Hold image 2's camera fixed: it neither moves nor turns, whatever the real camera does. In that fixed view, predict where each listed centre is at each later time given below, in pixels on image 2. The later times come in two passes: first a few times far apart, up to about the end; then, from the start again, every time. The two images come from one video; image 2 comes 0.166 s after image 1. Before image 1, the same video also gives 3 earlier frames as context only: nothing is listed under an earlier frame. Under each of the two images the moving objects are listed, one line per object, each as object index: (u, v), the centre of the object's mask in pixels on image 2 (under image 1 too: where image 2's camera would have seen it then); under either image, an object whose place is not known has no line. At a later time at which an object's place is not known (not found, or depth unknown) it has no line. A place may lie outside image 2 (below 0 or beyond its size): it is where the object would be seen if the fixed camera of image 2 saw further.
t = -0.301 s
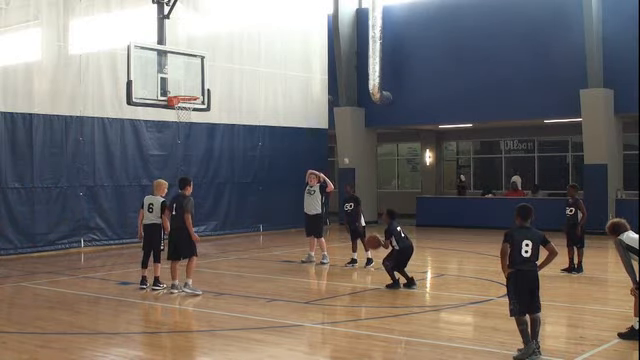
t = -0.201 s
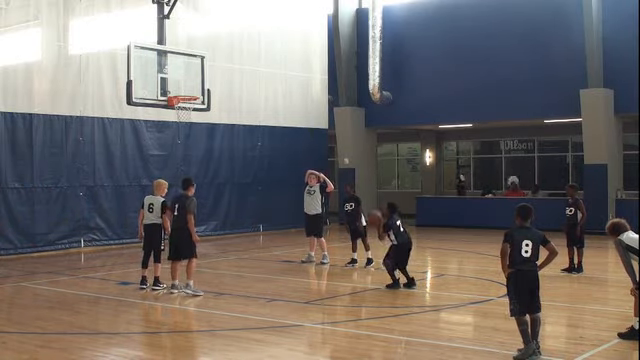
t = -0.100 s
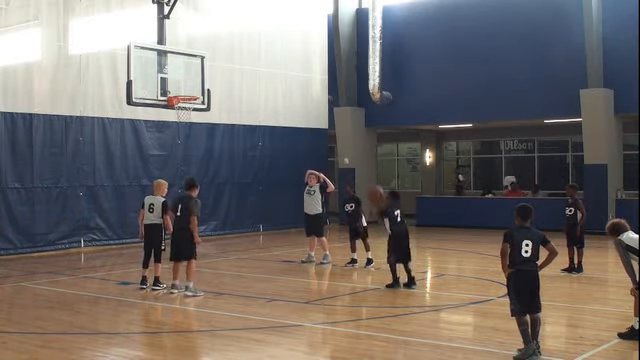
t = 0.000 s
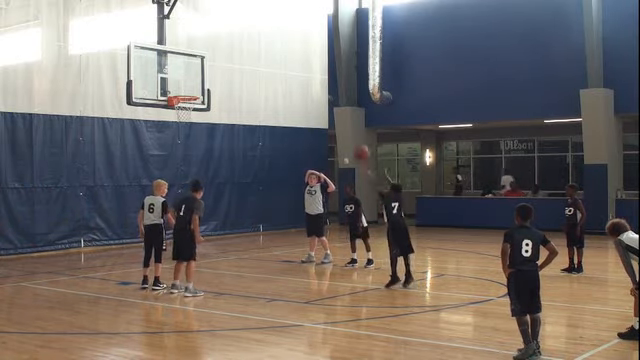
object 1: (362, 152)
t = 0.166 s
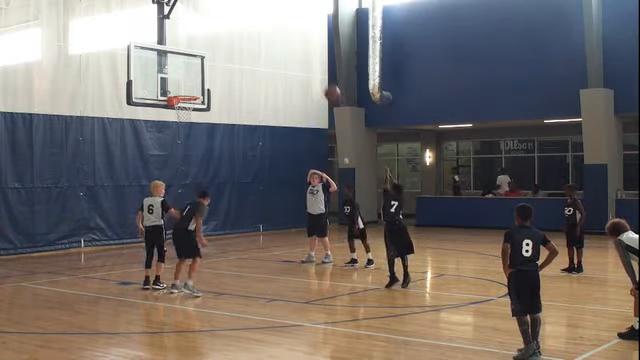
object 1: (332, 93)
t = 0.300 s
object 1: (308, 59)
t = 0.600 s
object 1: (261, 25)
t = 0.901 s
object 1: (218, 44)
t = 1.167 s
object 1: (185, 95)
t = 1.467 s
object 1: (183, 117)
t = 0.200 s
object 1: (326, 83)
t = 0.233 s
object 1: (320, 74)
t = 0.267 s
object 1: (314, 66)
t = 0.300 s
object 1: (308, 59)
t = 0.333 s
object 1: (303, 52)
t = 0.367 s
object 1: (297, 46)
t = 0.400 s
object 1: (292, 41)
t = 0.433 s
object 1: (287, 36)
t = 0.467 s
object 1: (282, 33)
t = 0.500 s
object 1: (276, 30)
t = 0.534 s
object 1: (271, 27)
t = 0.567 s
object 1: (266, 26)
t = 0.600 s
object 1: (261, 25)
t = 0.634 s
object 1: (256, 24)
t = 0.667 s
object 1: (251, 25)
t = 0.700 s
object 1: (246, 26)
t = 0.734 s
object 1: (242, 27)
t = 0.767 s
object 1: (237, 30)
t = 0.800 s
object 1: (232, 33)
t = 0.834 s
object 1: (228, 36)
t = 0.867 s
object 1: (223, 40)
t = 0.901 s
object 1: (218, 44)
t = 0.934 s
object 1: (214, 50)
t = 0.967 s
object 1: (210, 55)
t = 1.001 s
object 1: (206, 62)
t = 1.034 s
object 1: (201, 69)
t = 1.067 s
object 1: (197, 76)
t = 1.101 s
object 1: (193, 84)
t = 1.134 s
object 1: (189, 91)
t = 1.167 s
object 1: (185, 95)
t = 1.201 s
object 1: (182, 99)
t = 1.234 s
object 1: (180, 105)
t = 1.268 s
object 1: (178, 107)
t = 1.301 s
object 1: (178, 109)
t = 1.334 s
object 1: (179, 110)
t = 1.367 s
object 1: (180, 111)
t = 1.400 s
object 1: (181, 113)
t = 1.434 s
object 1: (182, 114)
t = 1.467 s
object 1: (183, 117)
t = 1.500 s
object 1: (185, 119)
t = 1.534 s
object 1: (186, 123)
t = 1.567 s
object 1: (187, 129)
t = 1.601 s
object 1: (188, 130)
